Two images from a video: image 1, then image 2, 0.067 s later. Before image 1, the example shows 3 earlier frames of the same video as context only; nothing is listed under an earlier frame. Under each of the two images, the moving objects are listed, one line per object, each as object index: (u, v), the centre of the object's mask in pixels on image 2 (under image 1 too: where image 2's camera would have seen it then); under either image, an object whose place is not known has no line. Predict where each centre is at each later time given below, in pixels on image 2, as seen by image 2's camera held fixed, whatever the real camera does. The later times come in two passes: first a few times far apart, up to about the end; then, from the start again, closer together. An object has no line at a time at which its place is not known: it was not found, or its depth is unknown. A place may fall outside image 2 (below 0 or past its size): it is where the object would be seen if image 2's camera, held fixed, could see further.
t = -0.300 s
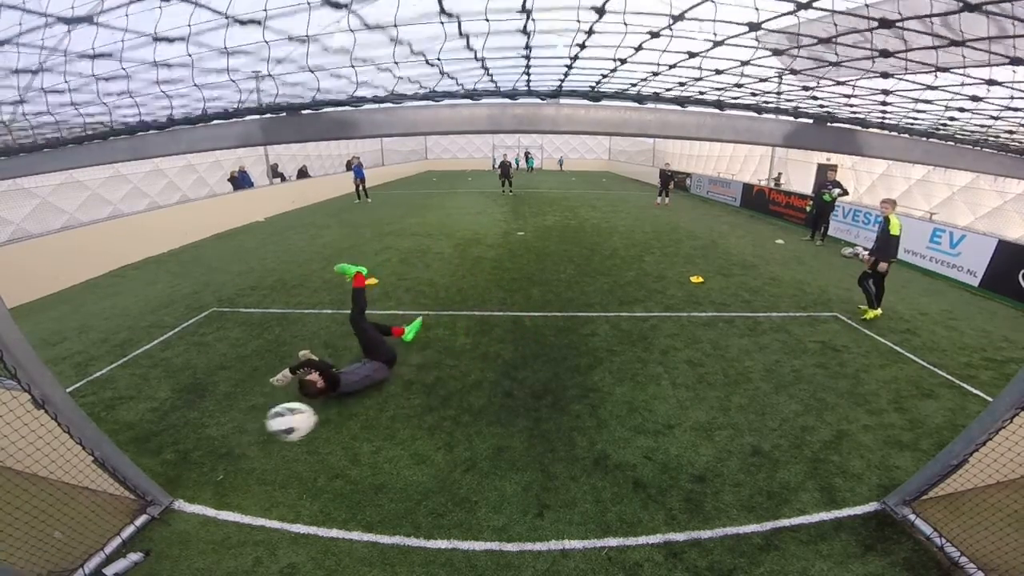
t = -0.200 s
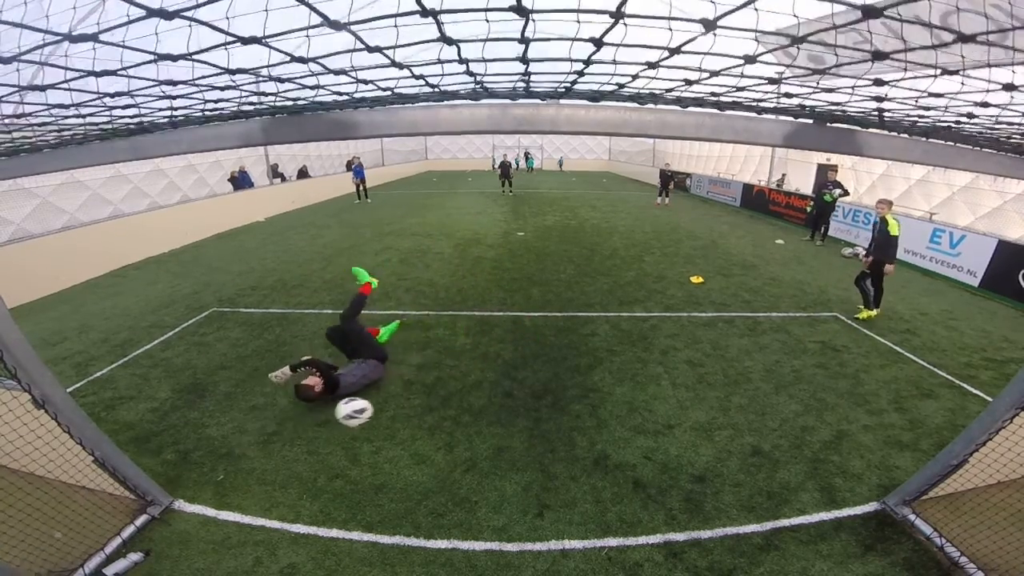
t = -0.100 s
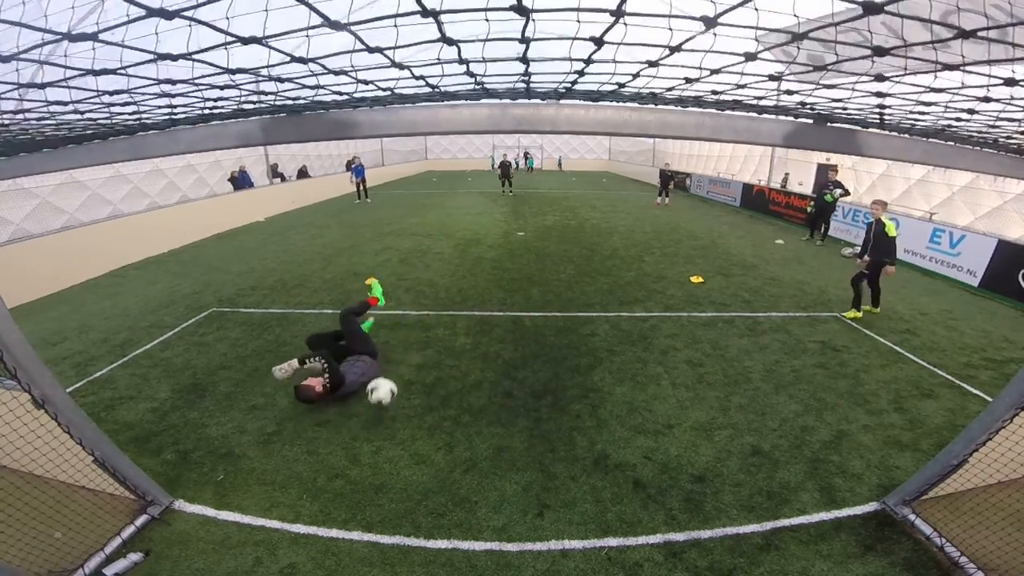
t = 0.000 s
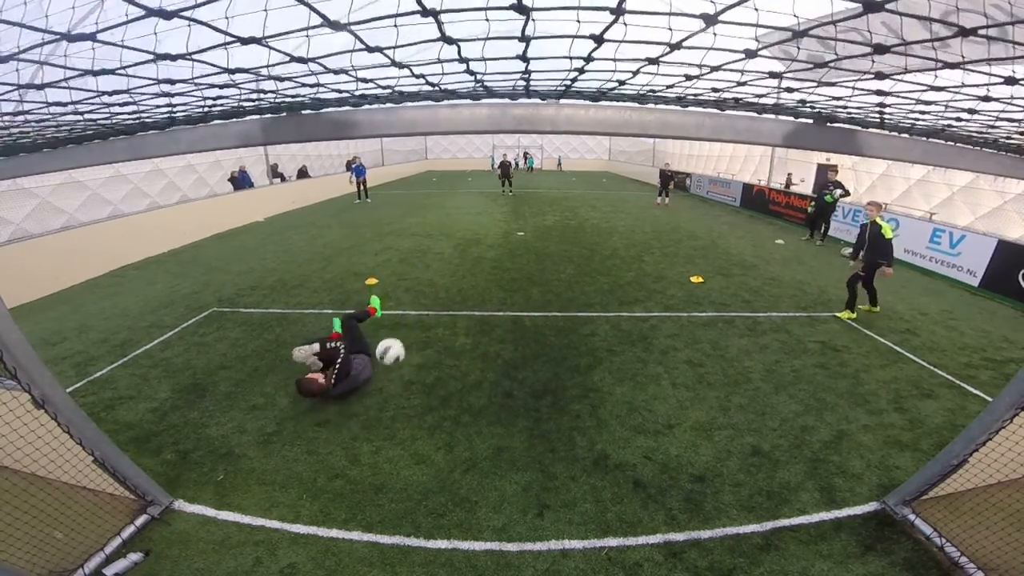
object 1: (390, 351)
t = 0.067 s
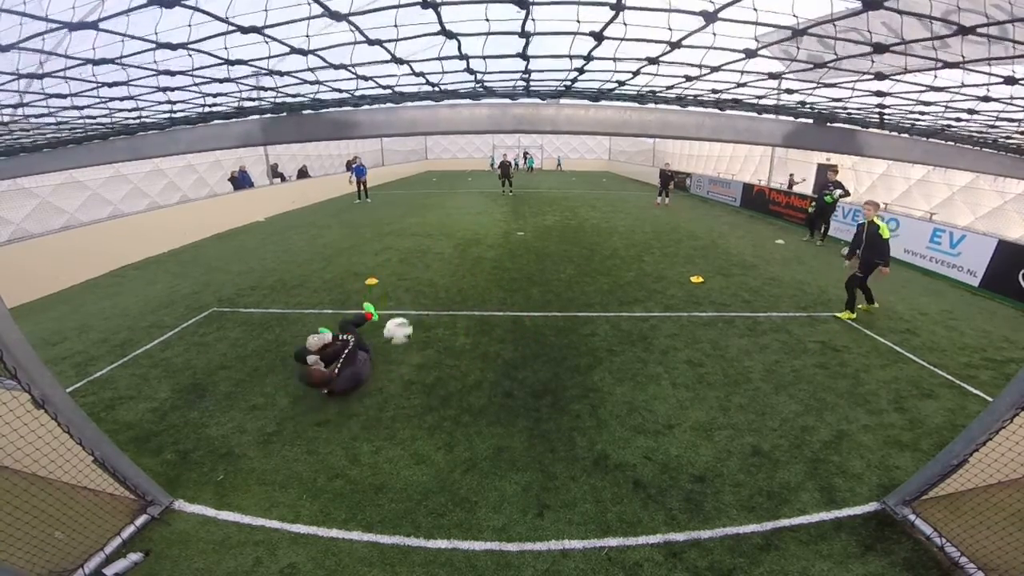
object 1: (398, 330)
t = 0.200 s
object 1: (412, 306)
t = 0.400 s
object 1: (433, 304)
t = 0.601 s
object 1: (450, 301)
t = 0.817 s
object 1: (463, 273)
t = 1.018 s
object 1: (474, 279)
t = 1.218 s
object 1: (482, 259)
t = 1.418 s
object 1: (489, 257)
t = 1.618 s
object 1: (494, 249)
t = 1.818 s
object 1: (499, 244)
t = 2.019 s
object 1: (502, 239)
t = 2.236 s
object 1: (506, 234)
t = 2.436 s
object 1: (510, 230)
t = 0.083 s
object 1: (400, 326)
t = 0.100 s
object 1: (401, 322)
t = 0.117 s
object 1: (403, 319)
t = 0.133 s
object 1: (405, 316)
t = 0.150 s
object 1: (407, 313)
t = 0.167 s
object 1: (409, 310)
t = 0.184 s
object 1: (410, 308)
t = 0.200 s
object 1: (412, 306)
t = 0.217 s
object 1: (414, 304)
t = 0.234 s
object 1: (416, 303)
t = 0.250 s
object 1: (418, 302)
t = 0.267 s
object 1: (420, 301)
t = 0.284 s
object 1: (422, 301)
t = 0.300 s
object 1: (424, 301)
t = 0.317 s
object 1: (425, 301)
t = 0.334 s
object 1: (427, 301)
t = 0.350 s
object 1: (429, 302)
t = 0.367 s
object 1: (430, 302)
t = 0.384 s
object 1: (432, 303)
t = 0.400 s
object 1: (433, 304)
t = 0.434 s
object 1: (437, 307)
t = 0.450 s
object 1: (439, 309)
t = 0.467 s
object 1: (440, 311)
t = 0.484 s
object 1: (442, 313)
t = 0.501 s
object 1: (443, 315)
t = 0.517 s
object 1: (444, 318)
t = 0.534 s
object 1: (446, 318)
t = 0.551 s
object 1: (447, 314)
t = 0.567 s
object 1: (448, 309)
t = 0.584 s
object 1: (449, 305)
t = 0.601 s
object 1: (450, 301)
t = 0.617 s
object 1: (451, 298)
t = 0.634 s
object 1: (452, 294)
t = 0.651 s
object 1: (453, 291)
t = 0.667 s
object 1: (454, 288)
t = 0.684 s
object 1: (455, 285)
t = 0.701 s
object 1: (457, 283)
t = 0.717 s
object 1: (458, 281)
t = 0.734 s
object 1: (458, 279)
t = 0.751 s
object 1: (460, 277)
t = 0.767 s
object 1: (460, 276)
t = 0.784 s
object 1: (461, 275)
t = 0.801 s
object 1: (462, 274)
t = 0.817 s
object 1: (463, 273)
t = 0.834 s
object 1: (465, 273)
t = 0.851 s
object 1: (466, 273)
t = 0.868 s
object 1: (466, 273)
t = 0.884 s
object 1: (467, 273)
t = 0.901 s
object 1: (468, 273)
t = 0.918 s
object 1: (469, 273)
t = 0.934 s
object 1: (470, 273)
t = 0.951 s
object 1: (471, 274)
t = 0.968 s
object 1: (472, 275)
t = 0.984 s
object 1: (473, 276)
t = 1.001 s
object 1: (474, 278)
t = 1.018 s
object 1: (474, 279)
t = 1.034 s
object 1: (475, 278)
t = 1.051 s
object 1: (475, 275)
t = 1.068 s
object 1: (476, 272)
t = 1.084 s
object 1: (477, 270)
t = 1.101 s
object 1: (477, 268)
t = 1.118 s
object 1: (478, 266)
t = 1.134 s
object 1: (479, 265)
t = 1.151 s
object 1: (479, 263)
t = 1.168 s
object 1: (480, 262)
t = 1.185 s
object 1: (481, 261)
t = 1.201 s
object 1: (481, 260)
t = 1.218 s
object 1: (482, 259)
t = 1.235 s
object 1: (483, 258)
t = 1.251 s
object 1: (483, 258)
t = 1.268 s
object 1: (484, 258)
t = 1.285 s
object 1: (484, 258)
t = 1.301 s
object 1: (485, 258)
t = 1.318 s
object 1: (485, 258)
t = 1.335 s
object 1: (486, 259)
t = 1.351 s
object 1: (486, 259)
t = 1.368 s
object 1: (487, 261)
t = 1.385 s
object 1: (488, 260)
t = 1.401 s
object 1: (488, 259)
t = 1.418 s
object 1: (489, 257)
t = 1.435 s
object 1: (489, 255)
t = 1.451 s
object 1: (490, 254)
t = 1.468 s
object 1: (490, 253)
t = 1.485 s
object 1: (490, 252)
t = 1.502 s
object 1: (491, 251)
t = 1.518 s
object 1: (492, 250)
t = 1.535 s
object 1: (492, 250)
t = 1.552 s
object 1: (492, 249)
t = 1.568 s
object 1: (493, 249)
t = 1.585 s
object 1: (493, 249)
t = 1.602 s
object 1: (493, 249)
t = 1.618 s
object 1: (494, 249)
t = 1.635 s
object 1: (494, 250)
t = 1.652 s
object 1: (495, 250)
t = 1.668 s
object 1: (495, 249)
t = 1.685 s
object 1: (496, 248)
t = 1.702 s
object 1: (496, 247)
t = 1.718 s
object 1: (496, 246)
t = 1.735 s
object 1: (497, 246)
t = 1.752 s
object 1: (497, 245)
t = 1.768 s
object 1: (497, 245)
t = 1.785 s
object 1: (498, 245)
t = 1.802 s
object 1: (498, 244)
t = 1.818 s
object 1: (499, 244)
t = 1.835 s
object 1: (499, 244)
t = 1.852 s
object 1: (500, 243)
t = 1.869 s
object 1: (500, 243)
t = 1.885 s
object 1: (500, 242)
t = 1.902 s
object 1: (500, 241)
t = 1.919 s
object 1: (501, 241)
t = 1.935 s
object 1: (501, 241)
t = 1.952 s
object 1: (501, 241)
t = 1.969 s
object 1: (502, 241)
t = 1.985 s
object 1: (502, 240)
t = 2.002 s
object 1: (502, 240)
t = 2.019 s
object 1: (502, 239)
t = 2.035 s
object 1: (503, 238)
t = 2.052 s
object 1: (503, 238)
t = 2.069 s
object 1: (504, 238)
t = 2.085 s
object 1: (504, 238)
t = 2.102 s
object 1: (504, 237)
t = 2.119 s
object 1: (504, 237)
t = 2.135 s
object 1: (505, 236)
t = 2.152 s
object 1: (505, 236)
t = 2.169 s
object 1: (505, 235)
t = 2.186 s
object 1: (506, 235)
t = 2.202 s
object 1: (506, 235)
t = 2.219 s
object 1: (506, 234)
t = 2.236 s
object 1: (506, 234)
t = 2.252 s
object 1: (507, 234)
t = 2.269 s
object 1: (507, 233)
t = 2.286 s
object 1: (507, 233)
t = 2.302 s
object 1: (508, 232)
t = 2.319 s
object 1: (507, 232)
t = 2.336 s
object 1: (508, 232)
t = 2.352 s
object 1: (508, 231)
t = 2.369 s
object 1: (509, 231)
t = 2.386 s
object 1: (509, 231)
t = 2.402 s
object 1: (509, 230)
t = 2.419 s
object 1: (510, 230)
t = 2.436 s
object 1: (510, 230)
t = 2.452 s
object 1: (510, 230)
